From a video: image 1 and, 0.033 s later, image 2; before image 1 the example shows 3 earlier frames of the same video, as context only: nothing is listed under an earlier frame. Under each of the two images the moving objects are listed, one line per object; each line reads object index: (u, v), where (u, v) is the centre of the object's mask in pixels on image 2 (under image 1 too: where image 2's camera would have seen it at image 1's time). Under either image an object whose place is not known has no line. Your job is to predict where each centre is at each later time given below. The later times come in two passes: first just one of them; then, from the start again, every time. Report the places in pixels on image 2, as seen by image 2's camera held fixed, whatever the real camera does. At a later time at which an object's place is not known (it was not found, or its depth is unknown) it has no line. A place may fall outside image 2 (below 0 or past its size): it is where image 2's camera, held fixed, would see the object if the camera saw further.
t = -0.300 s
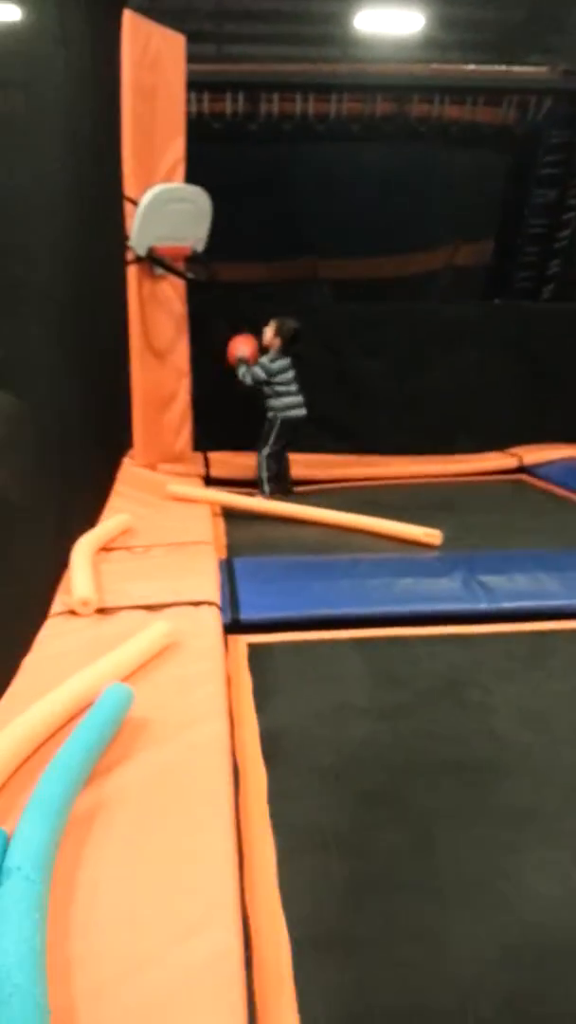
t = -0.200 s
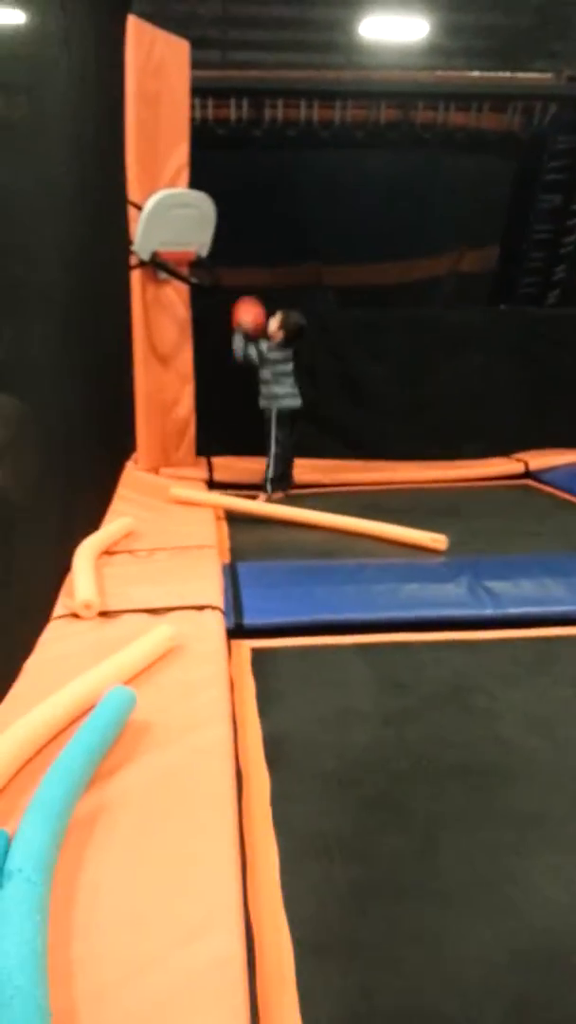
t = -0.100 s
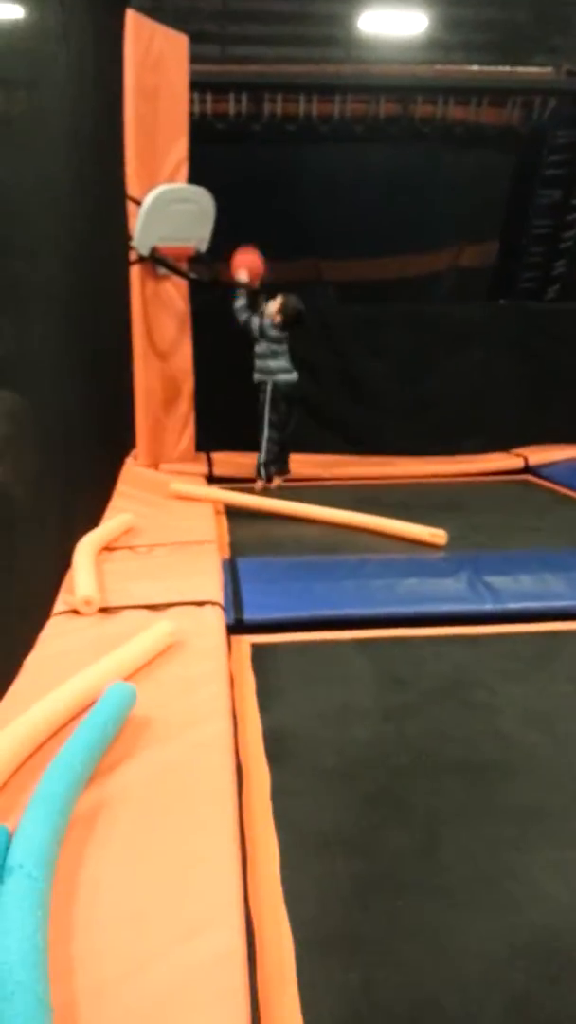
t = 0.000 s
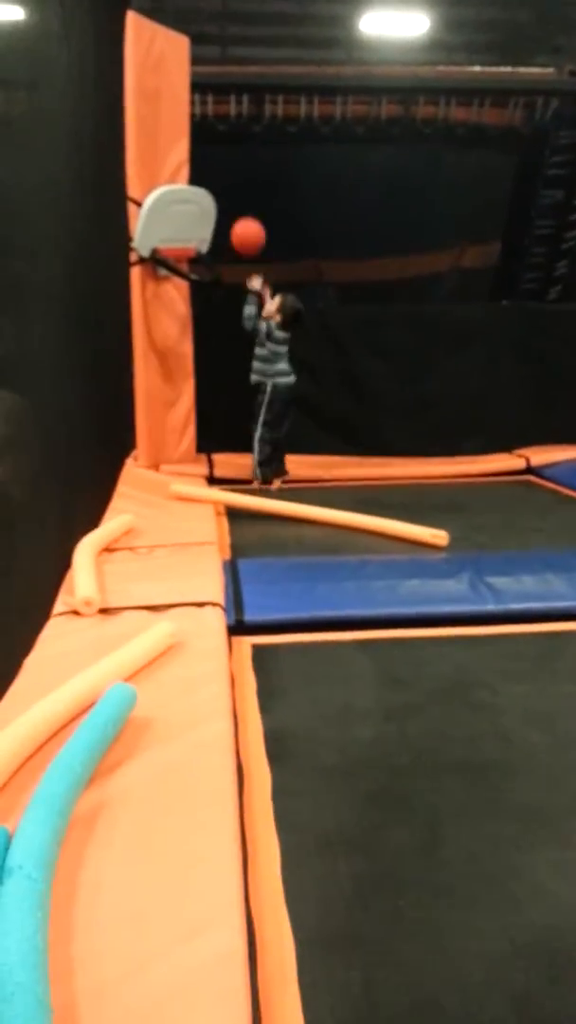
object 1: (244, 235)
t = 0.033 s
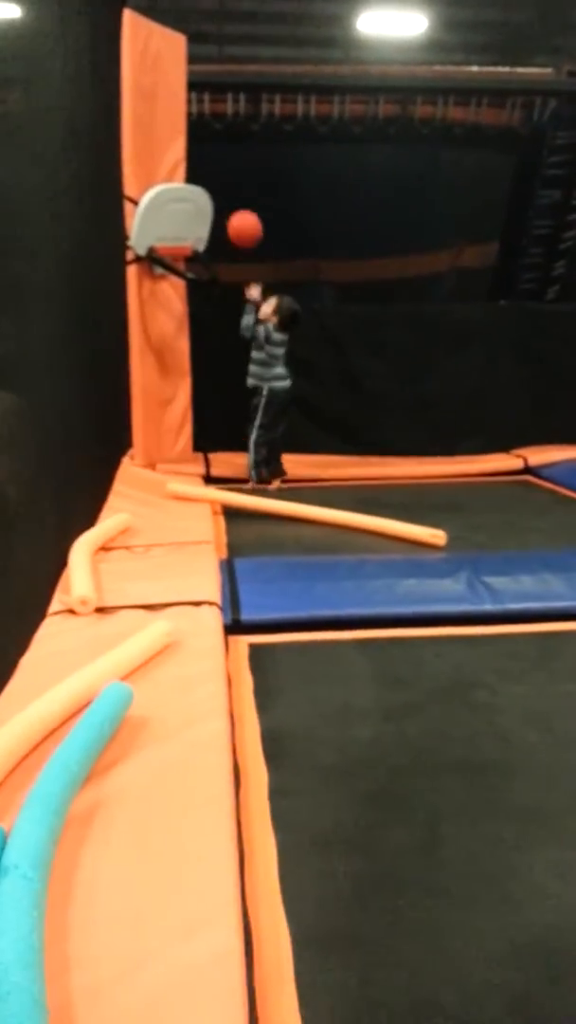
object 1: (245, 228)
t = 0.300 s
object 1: (245, 256)
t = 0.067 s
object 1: (244, 225)
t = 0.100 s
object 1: (245, 223)
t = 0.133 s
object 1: (245, 223)
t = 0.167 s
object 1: (245, 225)
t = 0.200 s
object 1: (245, 230)
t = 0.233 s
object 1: (245, 236)
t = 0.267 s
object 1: (245, 244)
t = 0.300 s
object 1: (245, 256)
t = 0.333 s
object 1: (245, 268)
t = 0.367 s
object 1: (246, 282)
